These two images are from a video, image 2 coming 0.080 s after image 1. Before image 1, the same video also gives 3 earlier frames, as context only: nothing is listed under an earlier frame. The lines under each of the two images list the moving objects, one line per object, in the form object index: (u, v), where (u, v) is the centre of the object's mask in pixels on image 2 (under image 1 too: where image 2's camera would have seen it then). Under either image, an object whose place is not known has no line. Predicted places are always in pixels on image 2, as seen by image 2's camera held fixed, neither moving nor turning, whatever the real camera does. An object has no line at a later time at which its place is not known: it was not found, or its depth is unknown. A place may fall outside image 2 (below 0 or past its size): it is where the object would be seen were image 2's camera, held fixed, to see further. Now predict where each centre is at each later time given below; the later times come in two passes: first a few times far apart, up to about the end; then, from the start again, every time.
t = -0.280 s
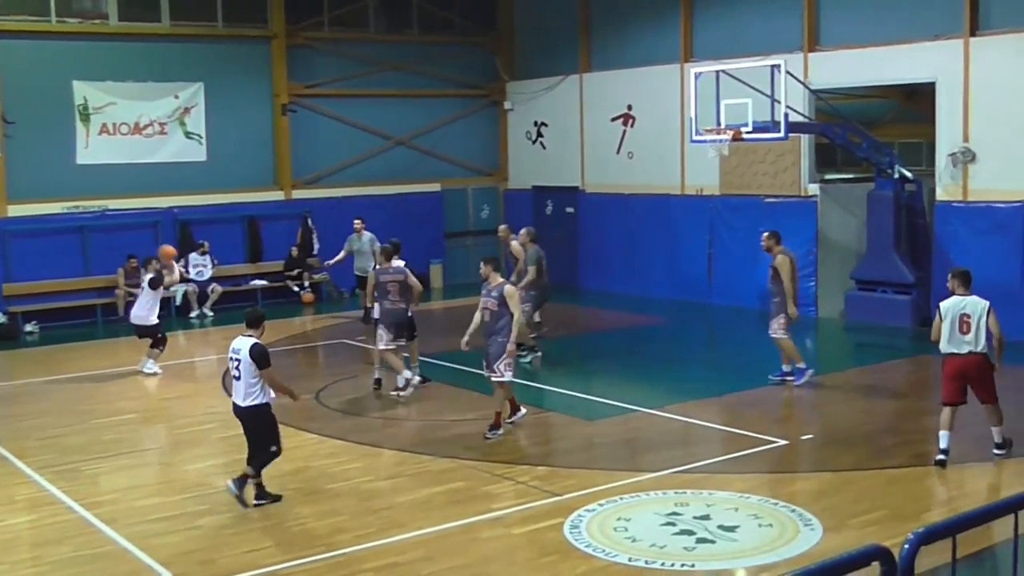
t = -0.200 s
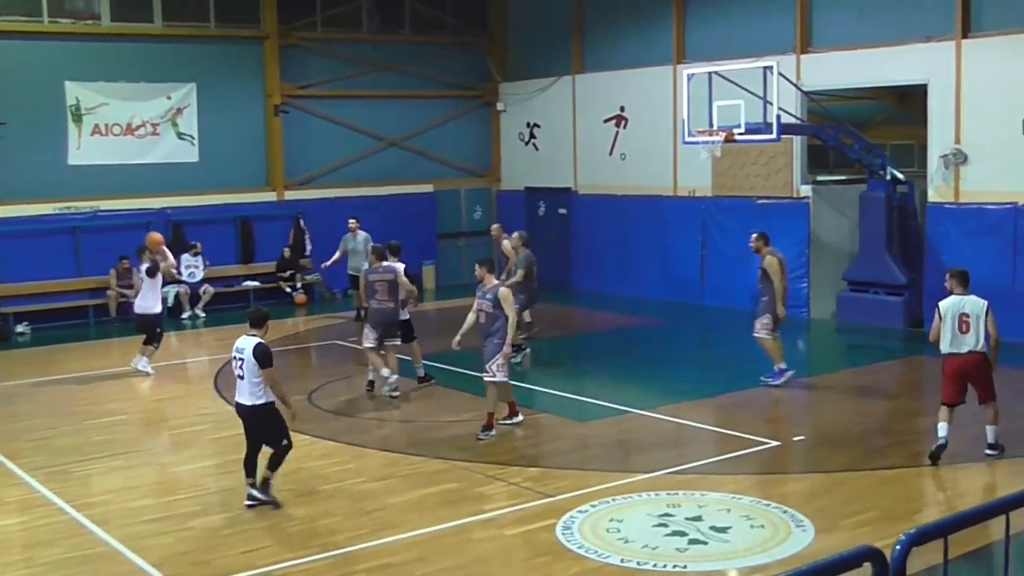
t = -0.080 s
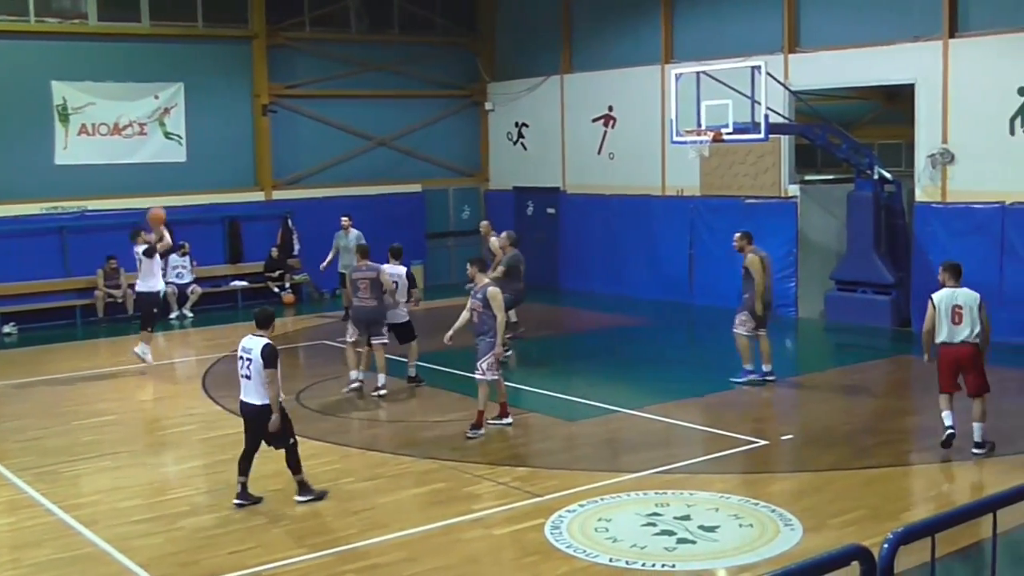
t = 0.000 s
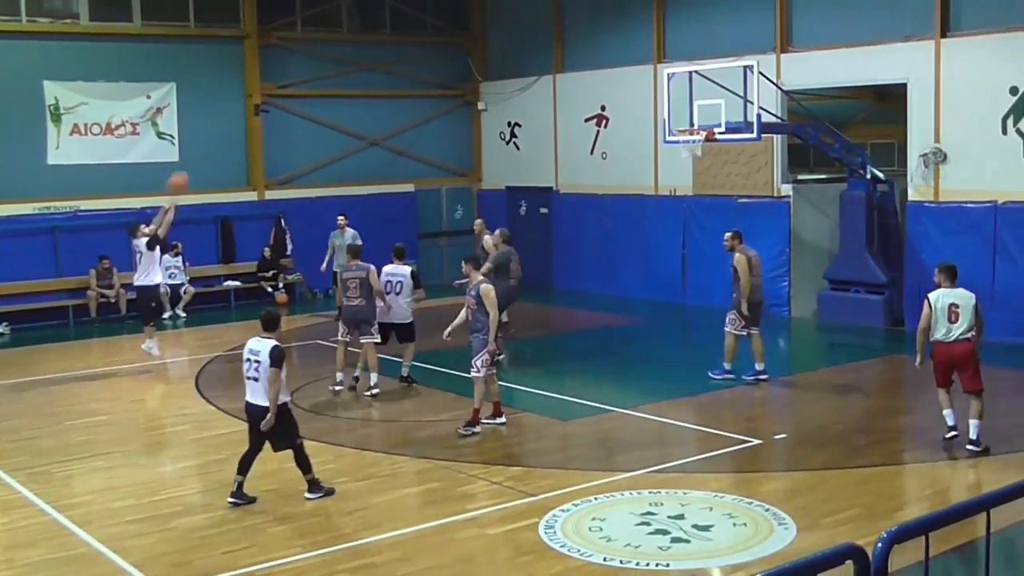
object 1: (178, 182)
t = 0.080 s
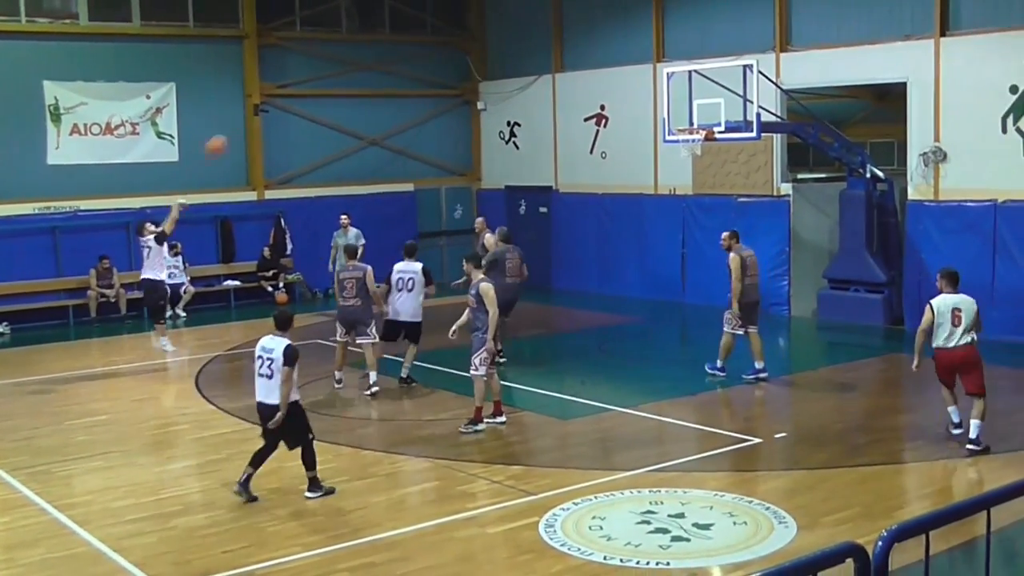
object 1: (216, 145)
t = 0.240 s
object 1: (293, 87)
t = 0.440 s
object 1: (388, 44)
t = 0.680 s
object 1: (499, 29)
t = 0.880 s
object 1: (589, 46)
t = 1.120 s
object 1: (694, 106)
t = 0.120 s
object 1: (235, 129)
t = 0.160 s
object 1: (255, 114)
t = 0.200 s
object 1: (275, 100)
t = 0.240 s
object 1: (293, 87)
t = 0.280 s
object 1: (312, 77)
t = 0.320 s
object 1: (331, 67)
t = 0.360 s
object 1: (350, 58)
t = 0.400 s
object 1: (369, 50)
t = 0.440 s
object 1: (388, 44)
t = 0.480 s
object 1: (407, 39)
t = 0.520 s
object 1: (425, 34)
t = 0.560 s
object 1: (444, 31)
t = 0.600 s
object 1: (462, 29)
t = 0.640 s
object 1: (480, 28)
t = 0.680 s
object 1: (499, 29)
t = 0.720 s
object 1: (518, 31)
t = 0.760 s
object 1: (535, 33)
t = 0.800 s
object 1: (554, 36)
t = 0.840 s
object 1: (572, 40)
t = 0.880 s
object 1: (589, 46)
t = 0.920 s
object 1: (607, 53)
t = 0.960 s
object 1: (624, 62)
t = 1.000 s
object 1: (642, 72)
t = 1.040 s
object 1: (659, 82)
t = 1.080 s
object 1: (677, 94)
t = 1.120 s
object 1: (694, 106)
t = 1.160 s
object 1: (712, 120)
